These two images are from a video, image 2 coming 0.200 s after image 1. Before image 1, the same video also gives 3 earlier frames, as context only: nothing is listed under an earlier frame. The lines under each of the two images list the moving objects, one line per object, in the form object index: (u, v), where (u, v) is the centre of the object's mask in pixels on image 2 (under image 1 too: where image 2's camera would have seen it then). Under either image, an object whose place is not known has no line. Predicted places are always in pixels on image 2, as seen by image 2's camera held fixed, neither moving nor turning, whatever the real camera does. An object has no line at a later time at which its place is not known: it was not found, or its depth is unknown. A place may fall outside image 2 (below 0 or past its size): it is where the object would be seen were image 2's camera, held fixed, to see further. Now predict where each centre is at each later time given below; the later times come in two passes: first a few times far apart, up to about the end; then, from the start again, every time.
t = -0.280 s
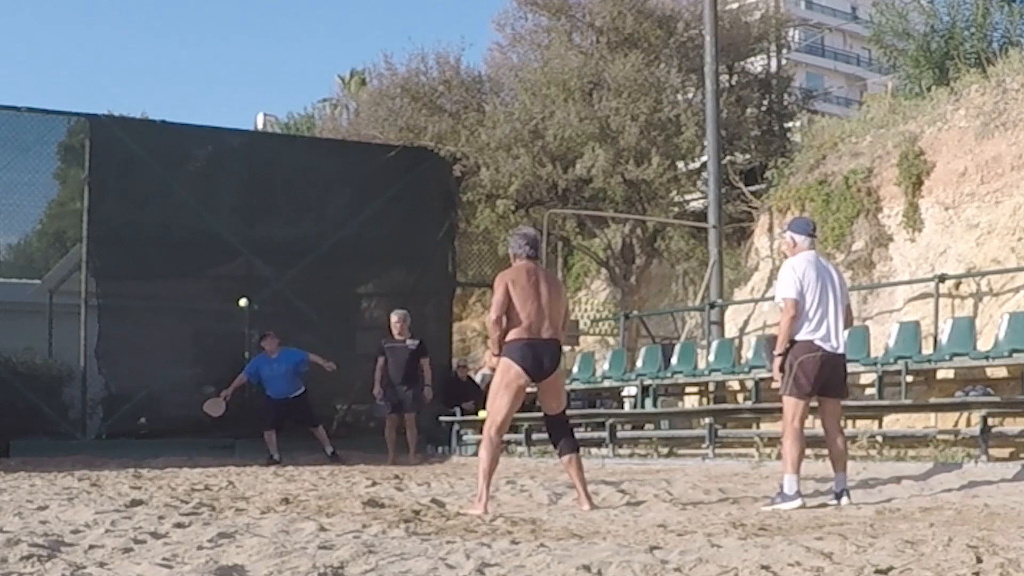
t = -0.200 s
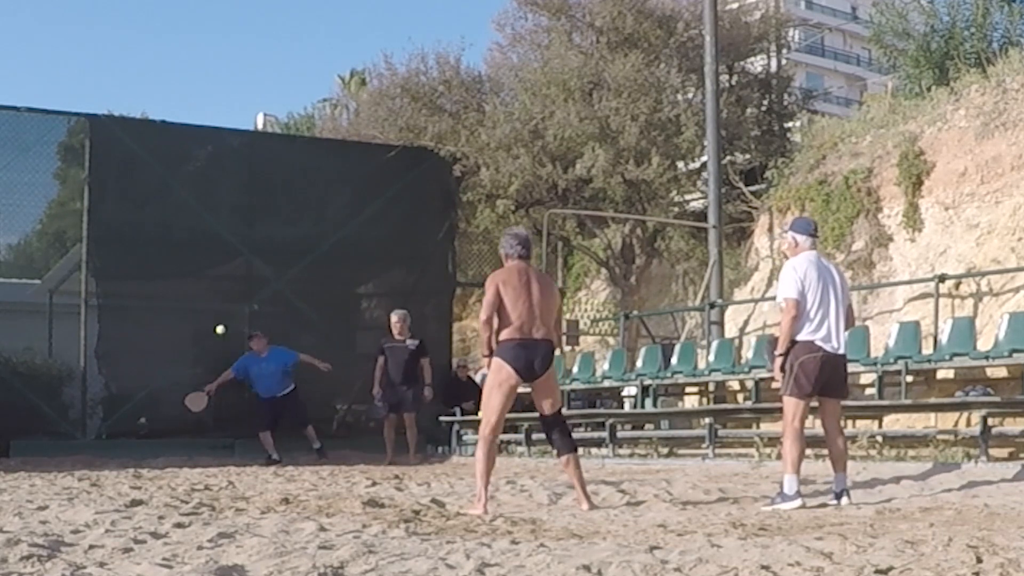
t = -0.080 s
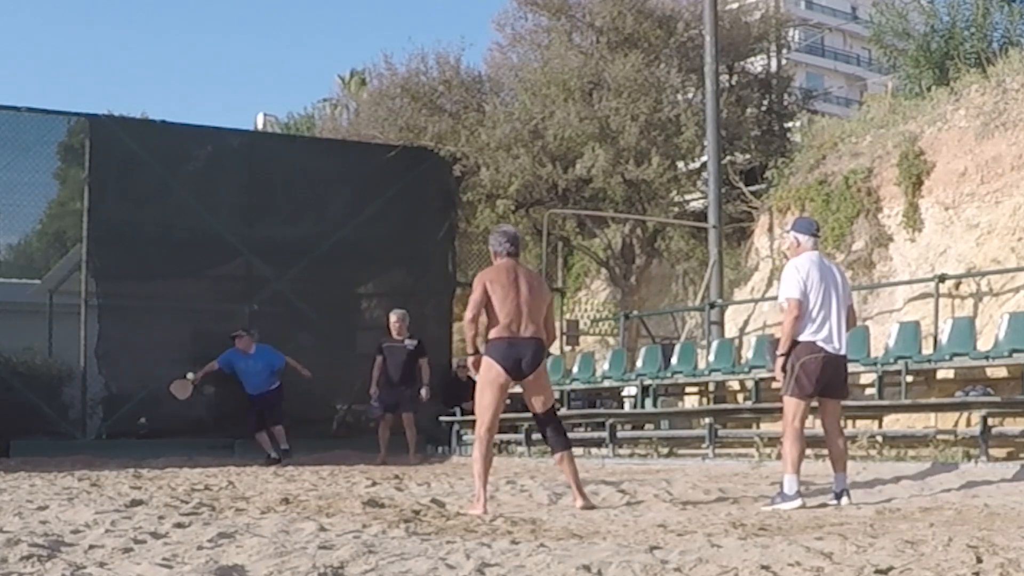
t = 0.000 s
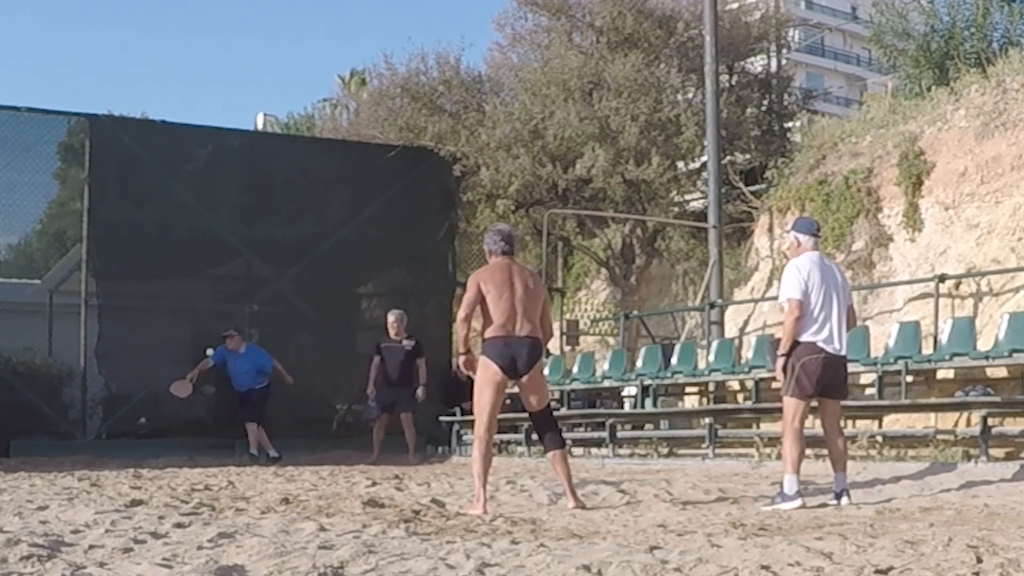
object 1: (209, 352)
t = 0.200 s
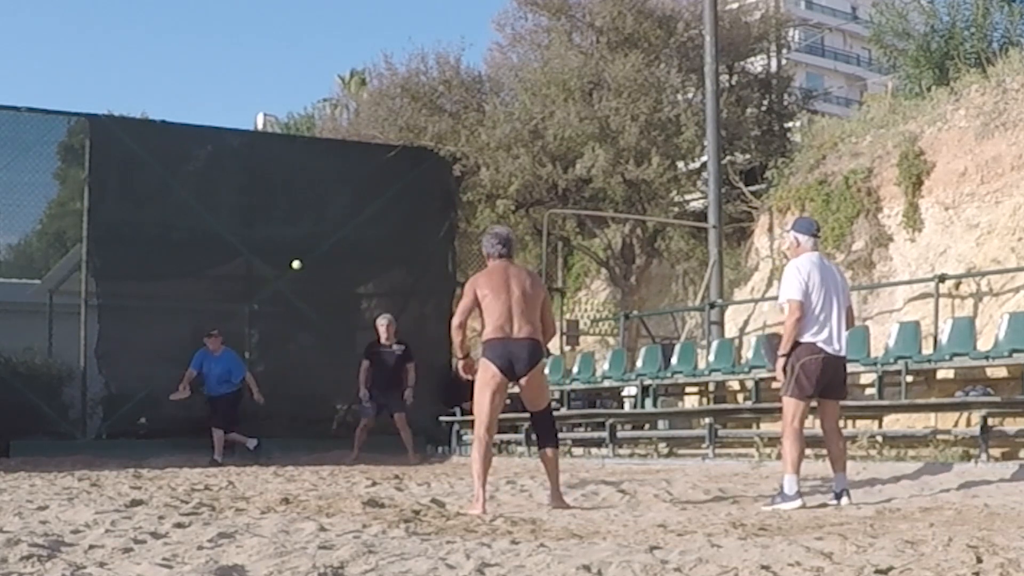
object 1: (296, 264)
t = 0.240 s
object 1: (315, 250)
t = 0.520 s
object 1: (466, 187)
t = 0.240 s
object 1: (315, 250)
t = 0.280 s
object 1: (335, 237)
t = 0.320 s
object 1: (355, 225)
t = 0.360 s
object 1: (376, 215)
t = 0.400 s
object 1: (398, 206)
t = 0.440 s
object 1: (420, 198)
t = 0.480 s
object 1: (443, 192)
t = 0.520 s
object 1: (466, 187)
